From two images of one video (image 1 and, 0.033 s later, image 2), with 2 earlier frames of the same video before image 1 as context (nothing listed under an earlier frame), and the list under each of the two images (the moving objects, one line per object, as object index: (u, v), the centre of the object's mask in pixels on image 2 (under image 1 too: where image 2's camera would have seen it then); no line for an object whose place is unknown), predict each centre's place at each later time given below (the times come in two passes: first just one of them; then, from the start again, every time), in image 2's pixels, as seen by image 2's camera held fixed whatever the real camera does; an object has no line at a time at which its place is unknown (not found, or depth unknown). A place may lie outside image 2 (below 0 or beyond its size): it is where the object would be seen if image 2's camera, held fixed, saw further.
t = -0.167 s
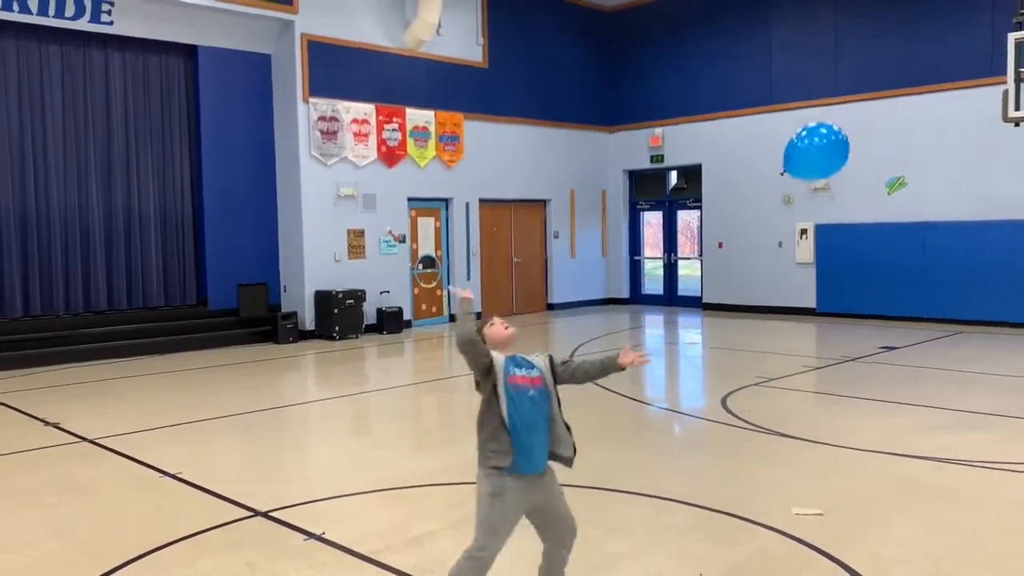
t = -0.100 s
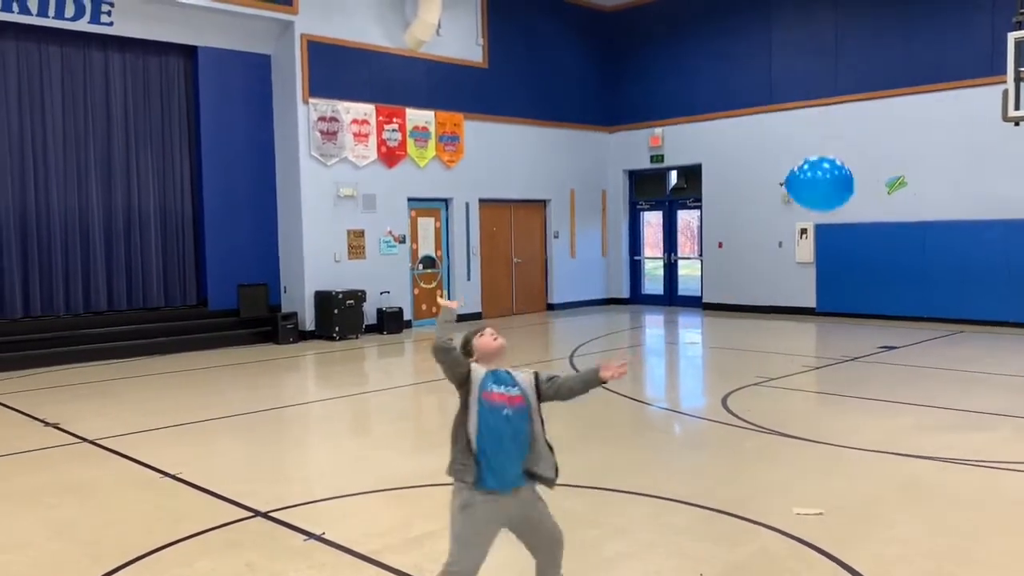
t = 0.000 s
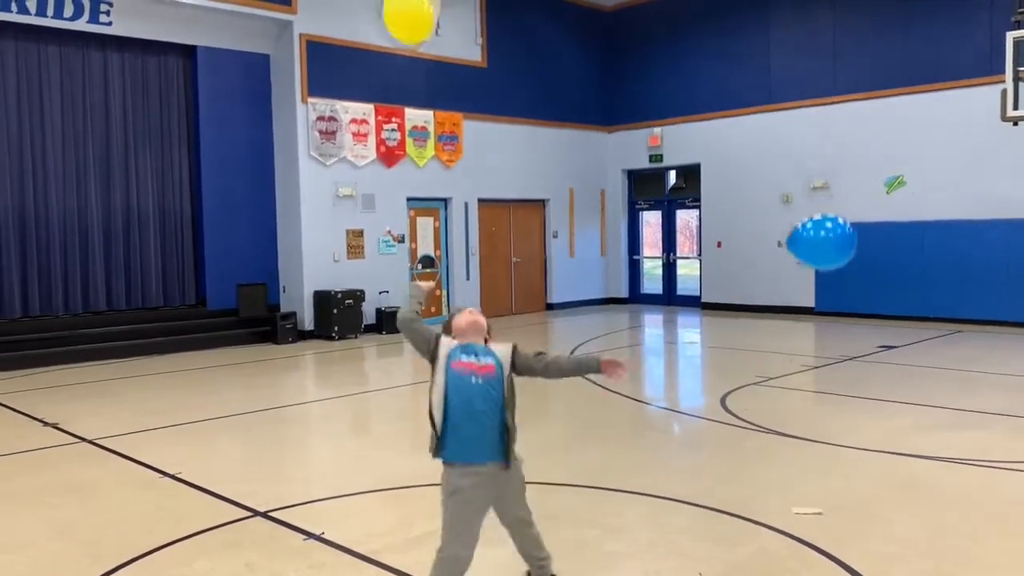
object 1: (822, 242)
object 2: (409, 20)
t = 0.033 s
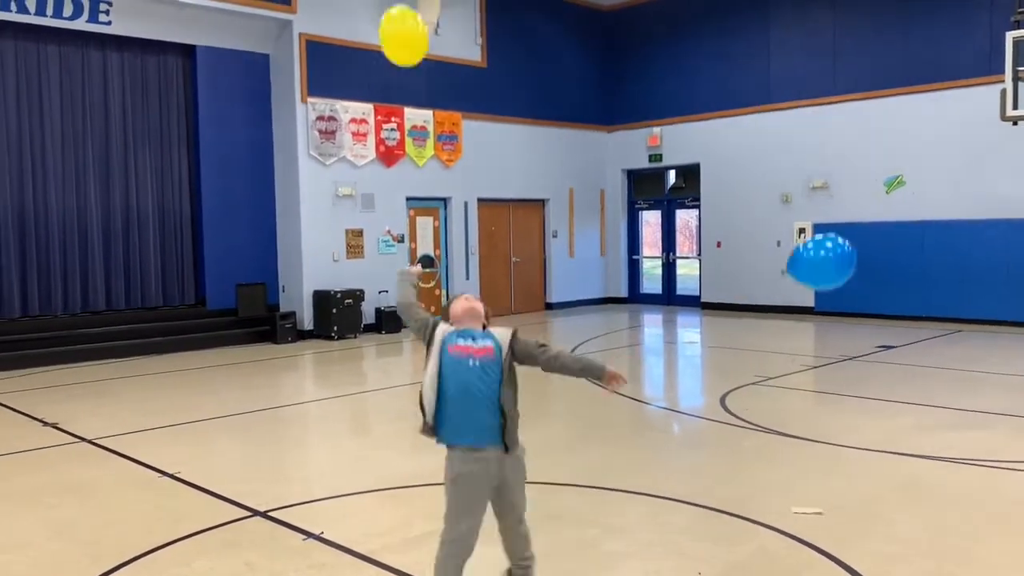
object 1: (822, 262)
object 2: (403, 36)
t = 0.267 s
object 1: (795, 419)
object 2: (406, 183)
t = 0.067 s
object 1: (821, 284)
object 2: (400, 58)
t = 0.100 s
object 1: (817, 304)
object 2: (398, 80)
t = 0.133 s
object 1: (812, 326)
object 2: (398, 101)
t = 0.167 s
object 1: (806, 349)
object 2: (399, 123)
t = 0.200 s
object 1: (801, 372)
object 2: (401, 144)
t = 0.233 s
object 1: (797, 396)
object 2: (403, 164)
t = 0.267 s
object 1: (795, 419)
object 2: (406, 183)
